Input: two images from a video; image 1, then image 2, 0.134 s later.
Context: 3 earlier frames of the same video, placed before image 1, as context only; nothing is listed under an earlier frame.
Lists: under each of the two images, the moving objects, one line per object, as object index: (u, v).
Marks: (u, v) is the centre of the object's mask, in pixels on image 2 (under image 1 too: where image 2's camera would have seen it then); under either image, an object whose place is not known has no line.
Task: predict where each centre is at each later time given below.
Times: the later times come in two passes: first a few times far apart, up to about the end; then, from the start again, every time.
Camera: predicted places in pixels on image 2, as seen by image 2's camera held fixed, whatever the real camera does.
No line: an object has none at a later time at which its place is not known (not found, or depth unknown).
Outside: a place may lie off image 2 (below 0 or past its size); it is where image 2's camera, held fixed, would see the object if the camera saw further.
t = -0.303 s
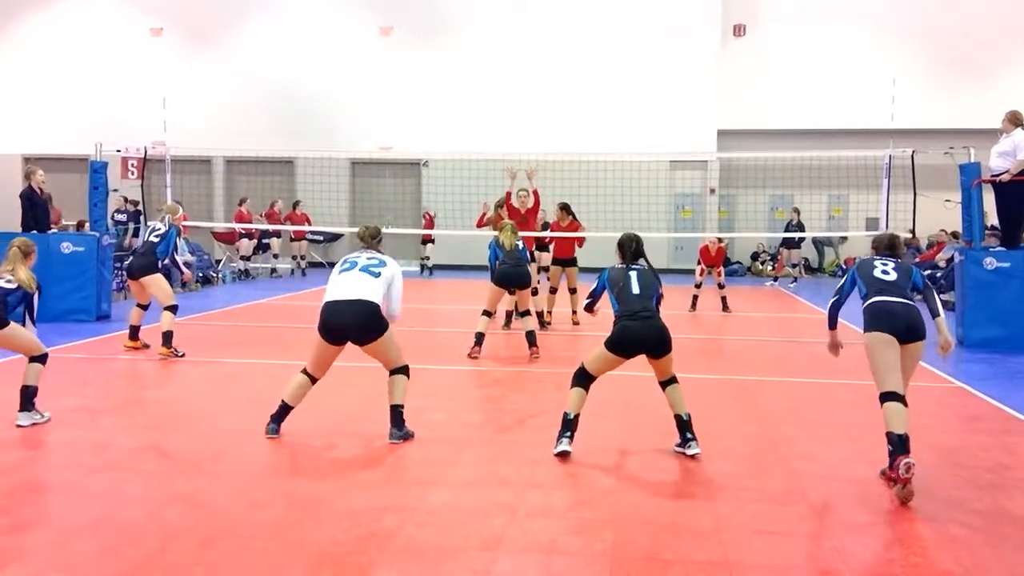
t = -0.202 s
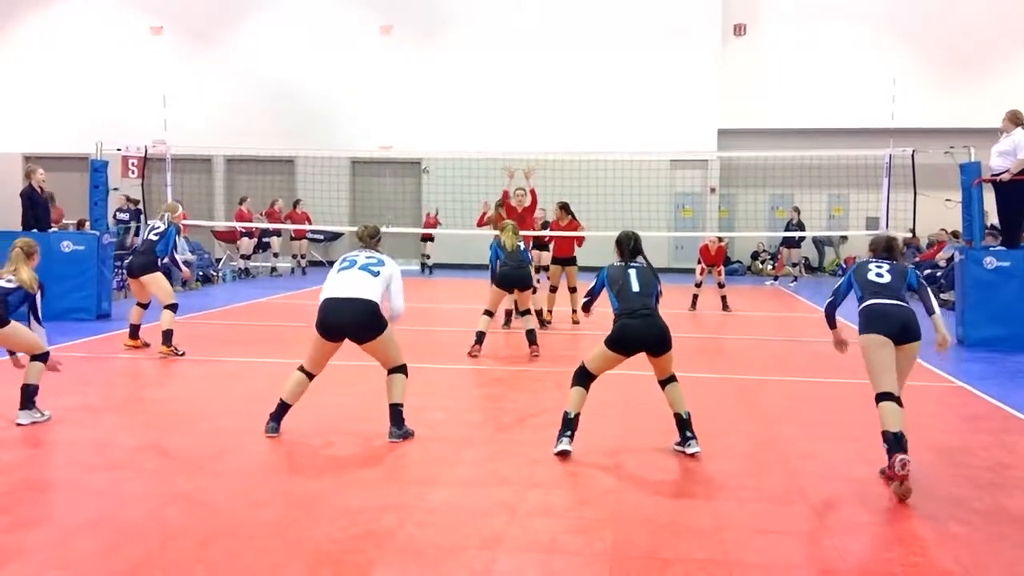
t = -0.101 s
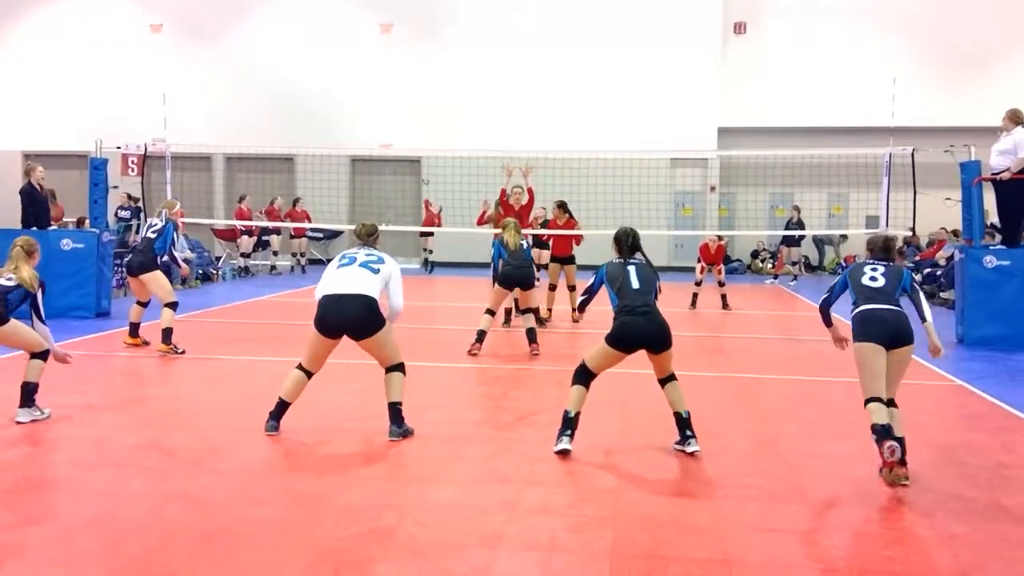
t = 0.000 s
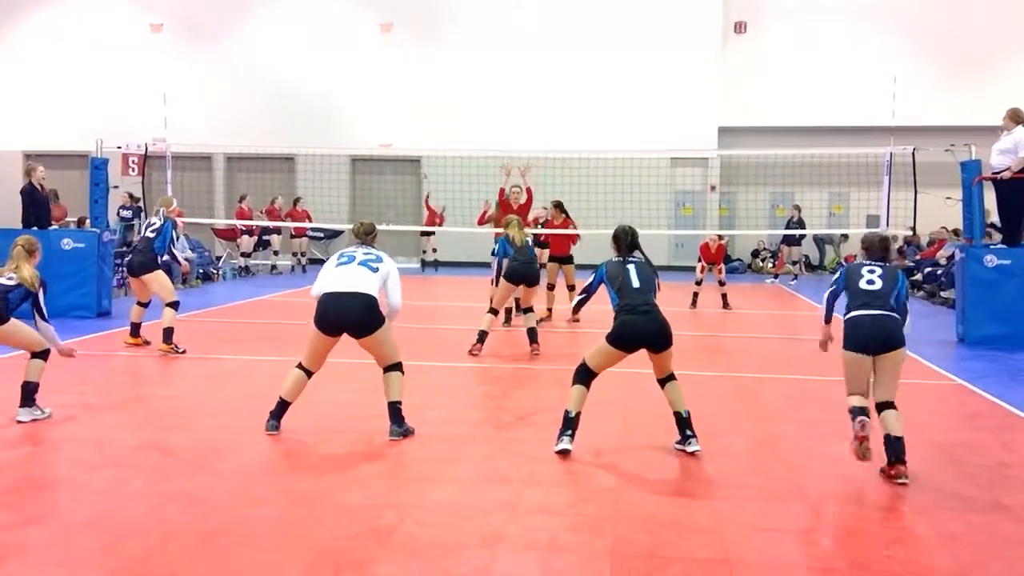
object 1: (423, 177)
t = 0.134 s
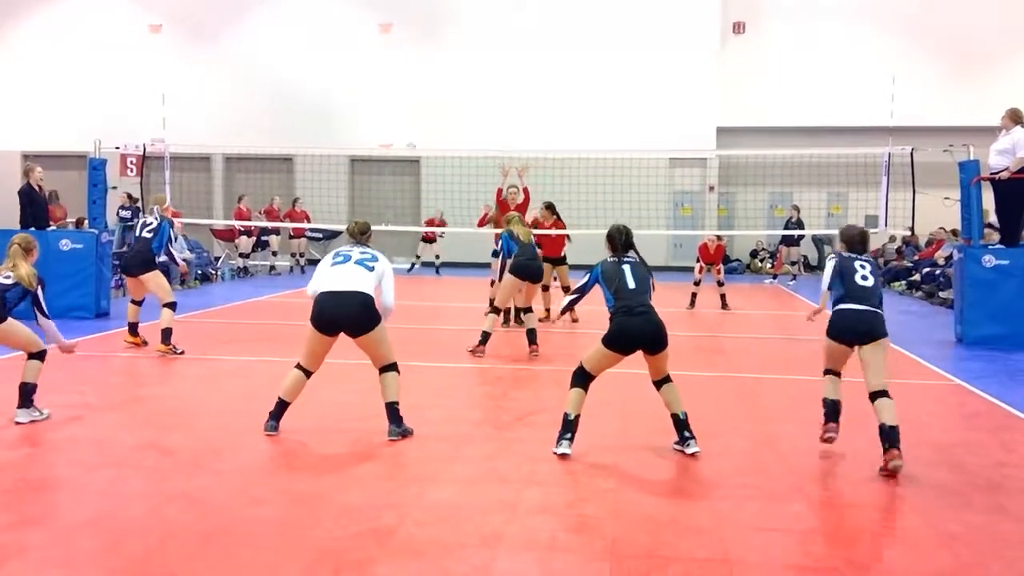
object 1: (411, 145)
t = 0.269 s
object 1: (397, 125)
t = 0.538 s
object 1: (346, 94)
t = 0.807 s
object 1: (261, 100)
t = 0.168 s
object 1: (408, 141)
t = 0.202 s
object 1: (405, 136)
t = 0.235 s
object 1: (401, 131)
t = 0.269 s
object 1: (397, 125)
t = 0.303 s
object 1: (392, 121)
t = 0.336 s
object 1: (387, 114)
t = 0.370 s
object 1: (382, 110)
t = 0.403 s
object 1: (376, 106)
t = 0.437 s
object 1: (369, 103)
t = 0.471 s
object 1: (362, 100)
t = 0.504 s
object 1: (355, 96)
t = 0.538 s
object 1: (346, 94)
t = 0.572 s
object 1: (338, 92)
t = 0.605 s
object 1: (330, 92)
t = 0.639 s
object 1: (320, 91)
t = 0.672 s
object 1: (310, 91)
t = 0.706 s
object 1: (298, 91)
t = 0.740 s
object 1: (287, 93)
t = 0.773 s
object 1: (274, 96)
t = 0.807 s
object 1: (261, 100)
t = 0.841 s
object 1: (246, 104)
